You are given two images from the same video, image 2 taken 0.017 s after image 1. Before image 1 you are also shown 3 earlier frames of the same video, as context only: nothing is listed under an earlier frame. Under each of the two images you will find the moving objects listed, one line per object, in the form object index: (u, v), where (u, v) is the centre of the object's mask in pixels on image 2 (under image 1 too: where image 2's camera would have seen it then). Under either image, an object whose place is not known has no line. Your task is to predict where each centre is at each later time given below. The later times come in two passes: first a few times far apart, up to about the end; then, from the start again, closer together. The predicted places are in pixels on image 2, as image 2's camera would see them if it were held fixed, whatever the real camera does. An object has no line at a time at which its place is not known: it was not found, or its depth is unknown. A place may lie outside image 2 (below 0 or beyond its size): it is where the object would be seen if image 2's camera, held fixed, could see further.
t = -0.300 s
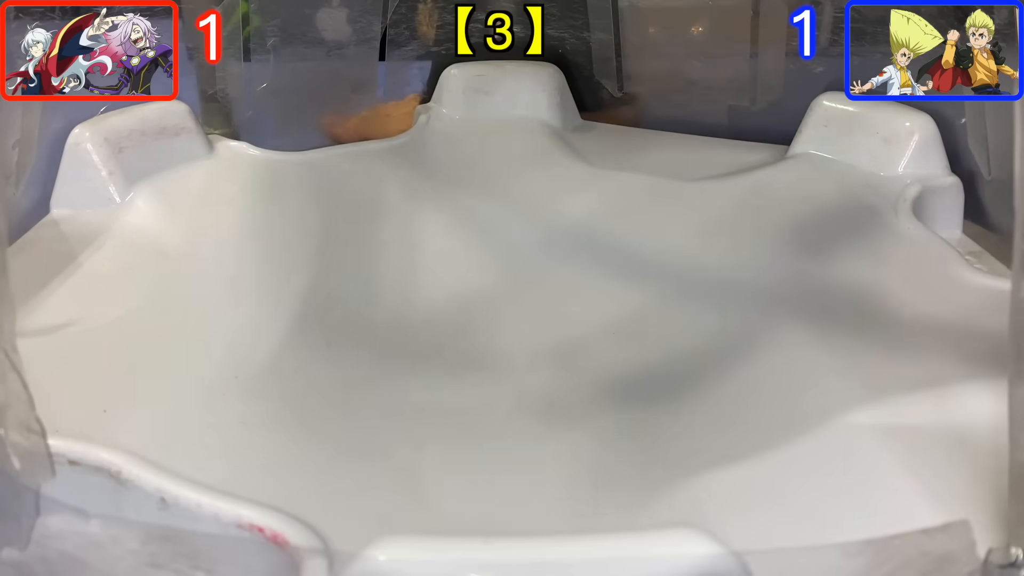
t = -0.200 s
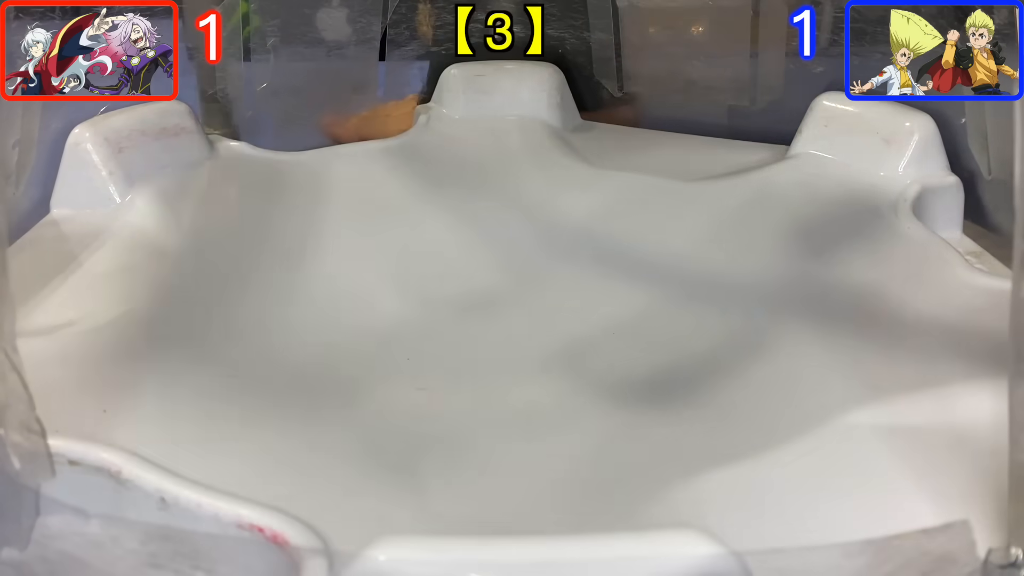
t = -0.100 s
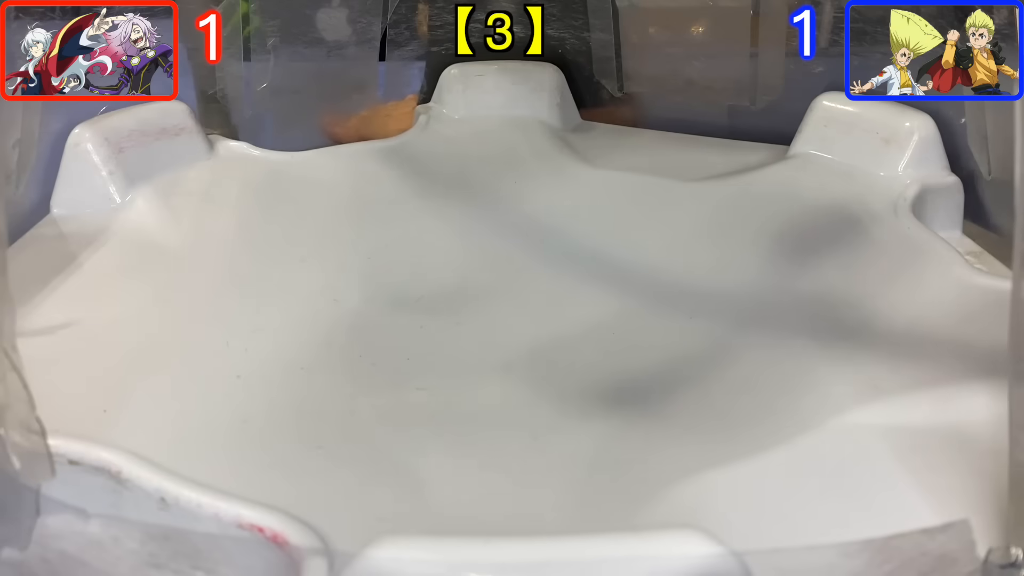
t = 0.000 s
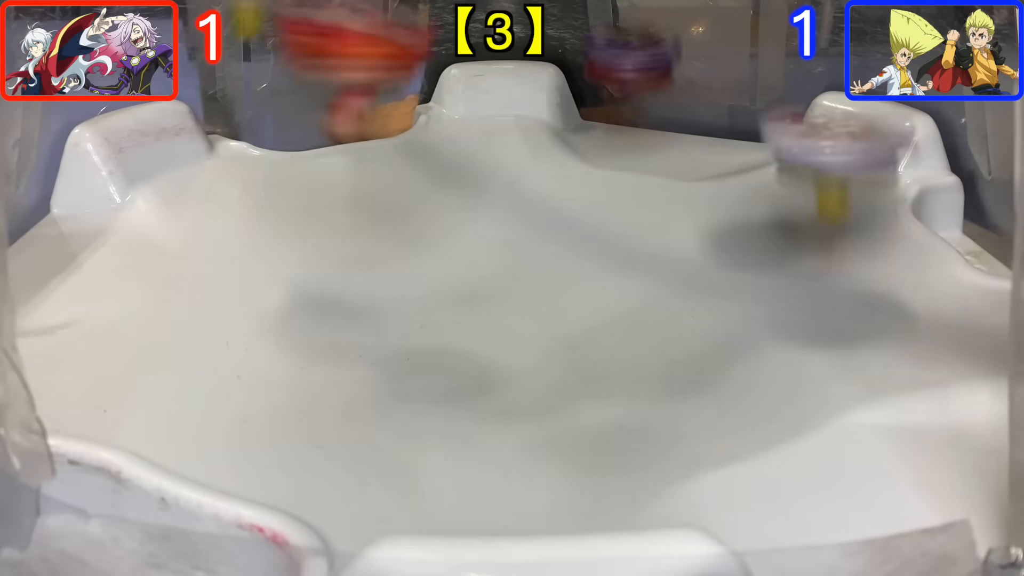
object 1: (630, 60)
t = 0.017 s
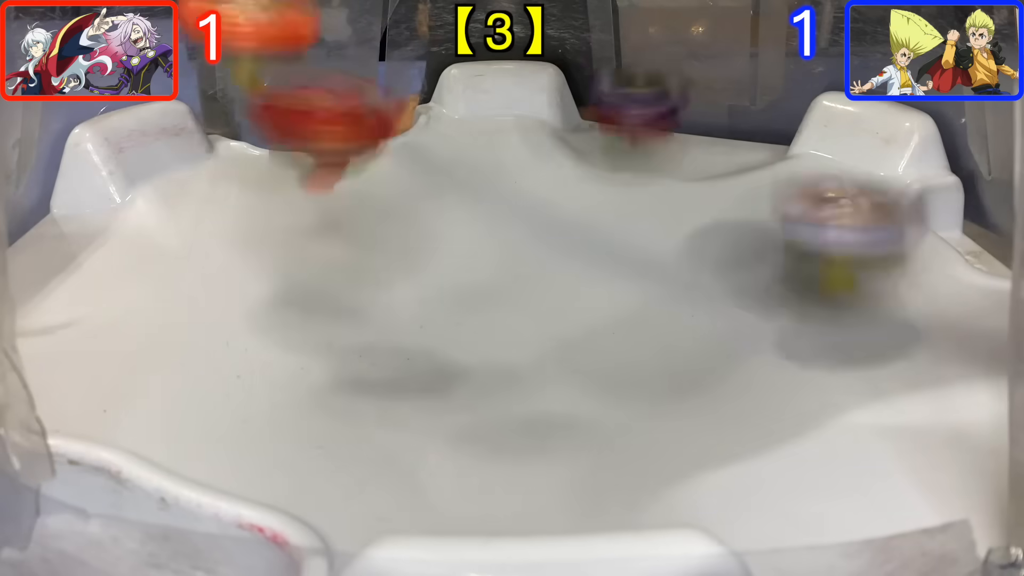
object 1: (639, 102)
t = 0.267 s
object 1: (562, 288)
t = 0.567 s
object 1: (338, 190)
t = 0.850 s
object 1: (215, 339)
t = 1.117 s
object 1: (593, 455)
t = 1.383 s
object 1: (951, 427)
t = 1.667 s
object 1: (832, 347)
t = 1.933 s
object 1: (568, 273)
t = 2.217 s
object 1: (316, 256)
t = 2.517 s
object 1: (386, 367)
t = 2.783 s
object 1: (654, 278)
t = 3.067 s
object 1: (489, 177)
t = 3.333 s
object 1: (595, 268)
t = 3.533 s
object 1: (604, 222)
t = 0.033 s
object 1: (644, 156)
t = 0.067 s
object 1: (650, 215)
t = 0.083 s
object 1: (646, 202)
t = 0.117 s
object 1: (634, 190)
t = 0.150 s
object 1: (621, 196)
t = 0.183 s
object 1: (607, 224)
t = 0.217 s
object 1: (592, 272)
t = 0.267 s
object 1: (562, 288)
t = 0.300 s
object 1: (537, 289)
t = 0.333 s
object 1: (512, 305)
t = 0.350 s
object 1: (503, 300)
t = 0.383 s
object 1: (489, 273)
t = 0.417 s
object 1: (477, 234)
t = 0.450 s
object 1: (465, 200)
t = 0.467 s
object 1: (461, 183)
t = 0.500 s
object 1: (426, 175)
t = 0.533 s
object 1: (381, 182)
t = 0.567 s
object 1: (338, 190)
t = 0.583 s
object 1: (319, 195)
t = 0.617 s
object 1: (285, 208)
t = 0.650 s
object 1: (259, 221)
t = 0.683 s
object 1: (239, 238)
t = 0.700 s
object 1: (230, 247)
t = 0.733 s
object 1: (215, 266)
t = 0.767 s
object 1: (207, 287)
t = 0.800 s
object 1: (205, 307)
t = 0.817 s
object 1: (206, 317)
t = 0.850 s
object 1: (215, 339)
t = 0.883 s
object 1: (231, 359)
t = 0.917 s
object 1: (257, 380)
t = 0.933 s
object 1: (273, 390)
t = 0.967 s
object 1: (313, 409)
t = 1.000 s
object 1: (362, 427)
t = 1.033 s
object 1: (419, 440)
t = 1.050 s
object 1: (452, 446)
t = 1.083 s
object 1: (521, 454)
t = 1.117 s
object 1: (593, 455)
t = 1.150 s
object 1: (664, 454)
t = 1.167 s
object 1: (699, 460)
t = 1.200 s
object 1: (771, 470)
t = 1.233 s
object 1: (833, 466)
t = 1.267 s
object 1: (881, 460)
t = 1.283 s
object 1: (901, 458)
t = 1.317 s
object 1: (926, 450)
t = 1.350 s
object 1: (942, 440)
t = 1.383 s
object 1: (951, 427)
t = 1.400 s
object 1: (954, 421)
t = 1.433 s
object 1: (961, 407)
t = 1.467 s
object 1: (964, 394)
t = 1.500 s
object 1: (962, 379)
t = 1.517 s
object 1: (958, 371)
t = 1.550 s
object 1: (948, 358)
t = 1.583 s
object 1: (928, 354)
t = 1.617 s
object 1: (892, 350)
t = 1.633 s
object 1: (872, 349)
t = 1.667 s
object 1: (832, 347)
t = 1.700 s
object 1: (793, 342)
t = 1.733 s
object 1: (755, 337)
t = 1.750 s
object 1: (736, 334)
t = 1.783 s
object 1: (701, 326)
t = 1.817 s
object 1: (669, 316)
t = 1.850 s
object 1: (639, 305)
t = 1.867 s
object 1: (626, 300)
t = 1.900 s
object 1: (597, 286)
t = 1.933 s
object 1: (568, 273)
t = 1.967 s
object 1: (539, 260)
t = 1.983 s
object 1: (522, 255)
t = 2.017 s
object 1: (485, 248)
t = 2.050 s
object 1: (451, 246)
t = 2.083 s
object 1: (422, 242)
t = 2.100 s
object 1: (407, 239)
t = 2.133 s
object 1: (376, 239)
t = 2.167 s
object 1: (349, 247)
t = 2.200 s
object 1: (326, 253)
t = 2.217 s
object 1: (316, 256)
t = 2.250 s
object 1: (296, 265)
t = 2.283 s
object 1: (279, 274)
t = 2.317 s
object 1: (266, 285)
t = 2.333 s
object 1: (262, 292)
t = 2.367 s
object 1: (260, 306)
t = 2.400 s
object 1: (270, 322)
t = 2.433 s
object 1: (290, 338)
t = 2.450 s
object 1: (304, 344)
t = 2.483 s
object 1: (338, 356)
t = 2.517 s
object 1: (386, 367)
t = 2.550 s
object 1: (439, 373)
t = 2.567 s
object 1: (466, 373)
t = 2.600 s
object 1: (521, 370)
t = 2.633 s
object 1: (568, 362)
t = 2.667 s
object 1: (608, 348)
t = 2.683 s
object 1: (622, 339)
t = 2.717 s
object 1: (644, 319)
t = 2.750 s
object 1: (654, 300)
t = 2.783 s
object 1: (654, 278)
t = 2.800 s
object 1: (652, 270)
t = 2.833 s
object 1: (643, 252)
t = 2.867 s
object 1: (629, 237)
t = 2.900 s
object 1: (609, 223)
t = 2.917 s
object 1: (600, 218)
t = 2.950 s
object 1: (577, 206)
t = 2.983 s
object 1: (552, 197)
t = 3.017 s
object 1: (526, 189)
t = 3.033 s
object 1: (513, 187)
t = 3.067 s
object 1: (489, 177)
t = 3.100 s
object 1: (491, 167)
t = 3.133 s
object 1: (508, 173)
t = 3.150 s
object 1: (516, 182)
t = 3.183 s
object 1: (535, 221)
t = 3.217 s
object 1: (555, 268)
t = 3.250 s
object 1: (567, 265)
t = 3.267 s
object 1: (574, 267)
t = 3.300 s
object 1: (581, 277)
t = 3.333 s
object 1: (595, 268)
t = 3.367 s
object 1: (598, 257)
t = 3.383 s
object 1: (597, 250)
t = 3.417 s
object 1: (598, 243)
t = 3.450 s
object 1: (600, 237)
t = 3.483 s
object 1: (601, 230)
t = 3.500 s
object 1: (603, 227)
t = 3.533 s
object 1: (604, 222)
